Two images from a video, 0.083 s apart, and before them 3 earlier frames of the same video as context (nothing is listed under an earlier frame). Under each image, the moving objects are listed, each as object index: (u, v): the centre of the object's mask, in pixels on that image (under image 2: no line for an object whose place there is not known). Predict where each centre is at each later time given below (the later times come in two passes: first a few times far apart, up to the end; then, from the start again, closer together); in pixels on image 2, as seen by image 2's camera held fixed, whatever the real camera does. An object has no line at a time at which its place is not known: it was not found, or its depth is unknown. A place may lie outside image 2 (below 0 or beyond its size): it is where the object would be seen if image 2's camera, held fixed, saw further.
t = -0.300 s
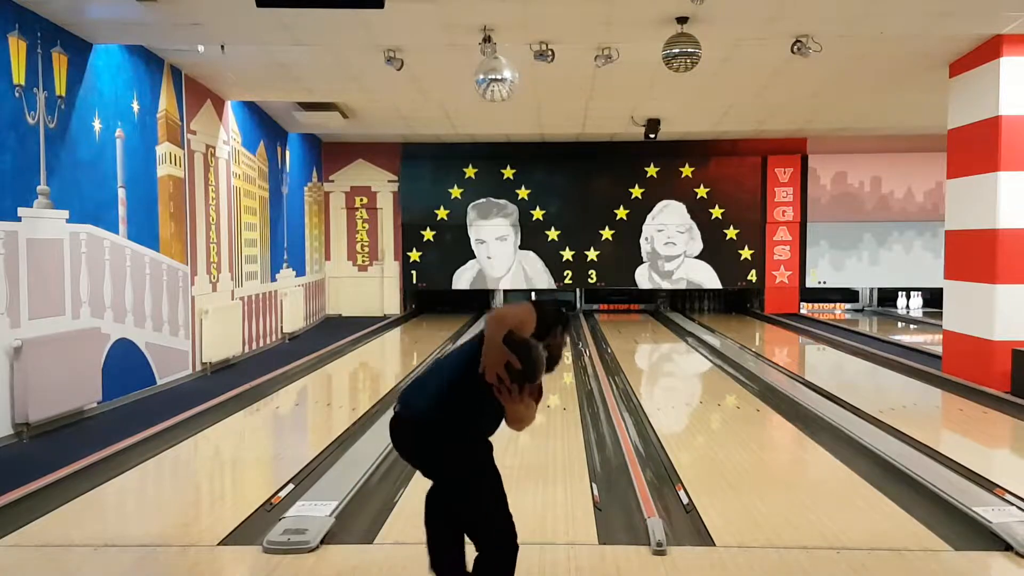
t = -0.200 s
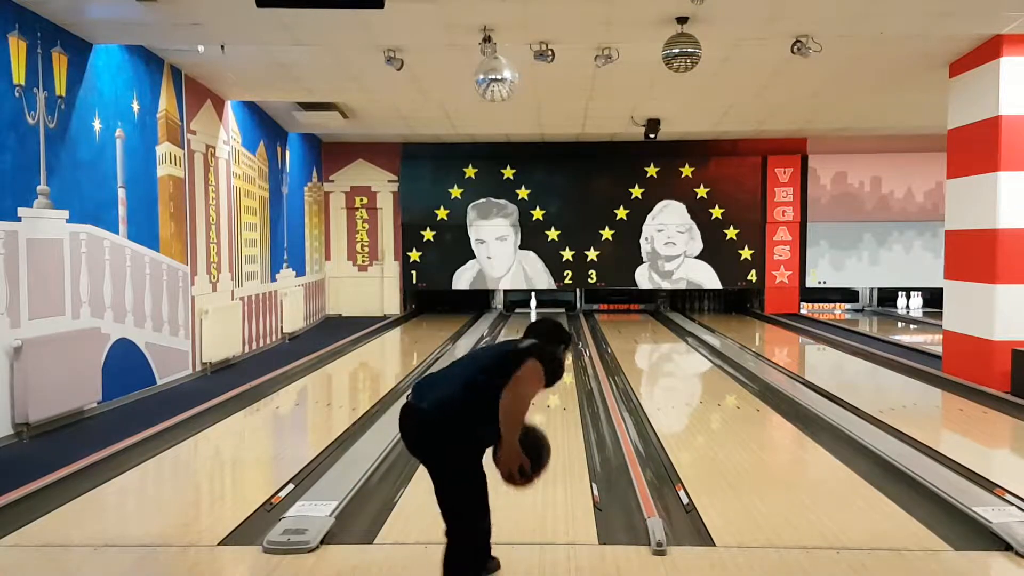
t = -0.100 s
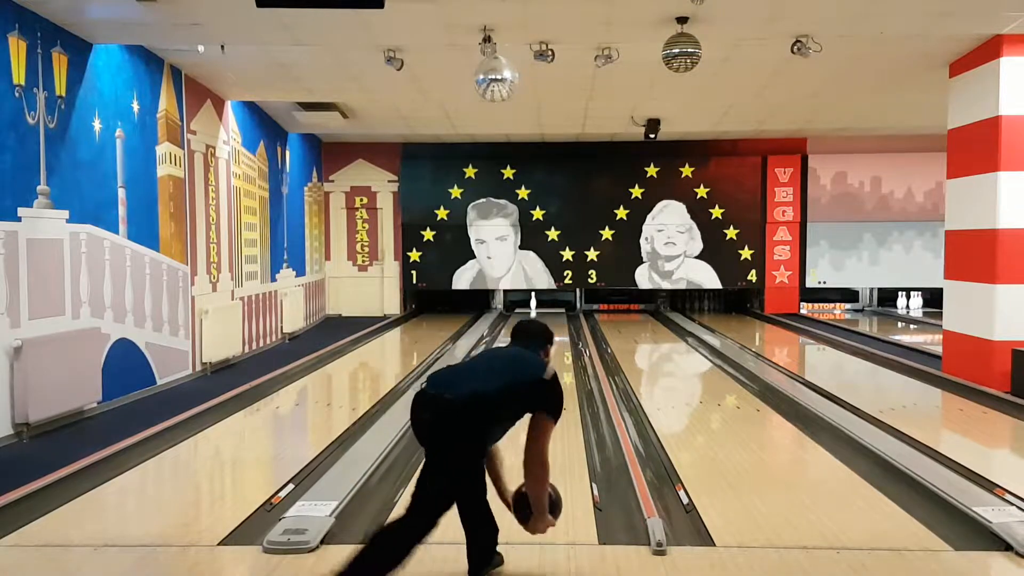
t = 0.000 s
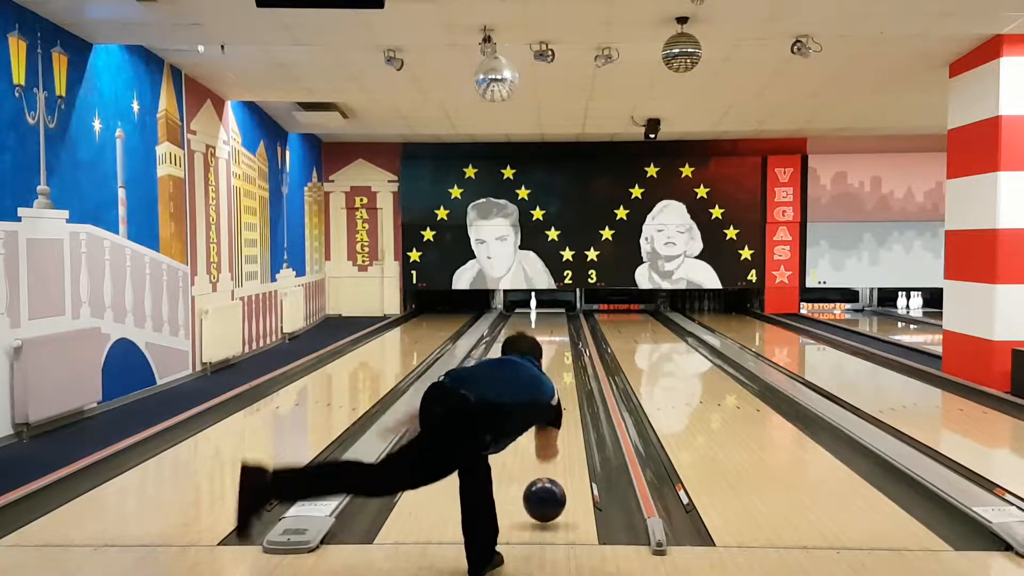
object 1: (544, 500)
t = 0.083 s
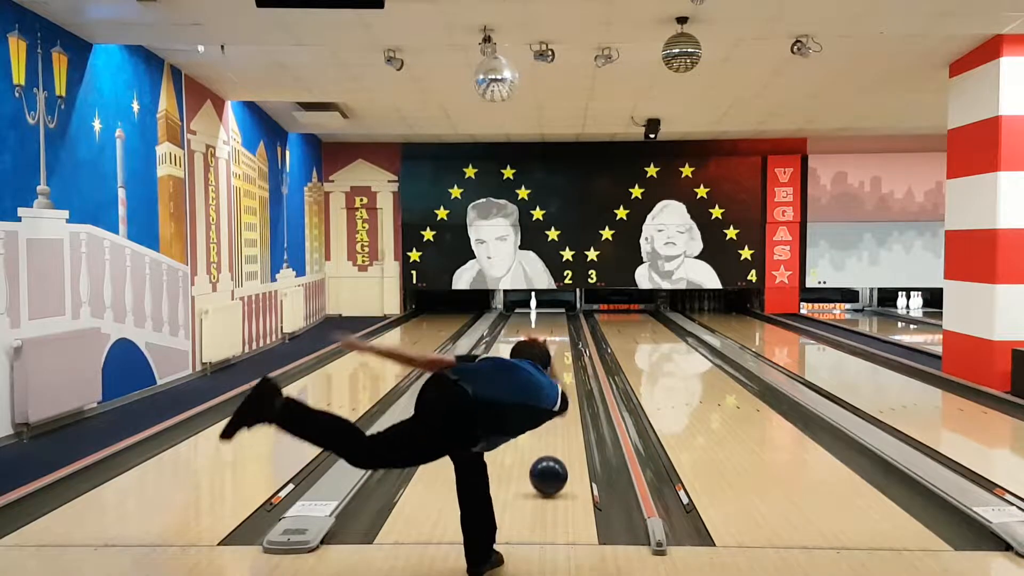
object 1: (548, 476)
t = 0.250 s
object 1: (554, 437)
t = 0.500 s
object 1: (551, 399)
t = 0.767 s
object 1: (559, 370)
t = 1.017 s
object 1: (558, 352)
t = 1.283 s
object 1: (555, 338)
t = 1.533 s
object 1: (551, 328)
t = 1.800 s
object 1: (546, 320)
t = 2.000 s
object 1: (542, 314)
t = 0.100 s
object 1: (549, 472)
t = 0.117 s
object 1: (550, 467)
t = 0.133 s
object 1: (550, 463)
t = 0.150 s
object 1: (551, 459)
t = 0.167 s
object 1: (552, 454)
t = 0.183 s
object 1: (552, 451)
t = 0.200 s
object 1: (553, 447)
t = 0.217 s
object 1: (553, 443)
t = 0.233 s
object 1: (553, 440)
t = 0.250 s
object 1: (554, 437)
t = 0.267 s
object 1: (555, 433)
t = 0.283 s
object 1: (555, 430)
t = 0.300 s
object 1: (555, 427)
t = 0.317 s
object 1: (556, 424)
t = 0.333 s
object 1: (556, 421)
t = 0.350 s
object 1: (556, 418)
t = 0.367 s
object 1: (557, 416)
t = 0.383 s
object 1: (557, 413)
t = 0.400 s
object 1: (557, 410)
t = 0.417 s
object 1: (557, 408)
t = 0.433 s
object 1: (558, 406)
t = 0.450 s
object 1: (558, 403)
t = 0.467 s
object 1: (557, 401)
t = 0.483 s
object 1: (555, 400)
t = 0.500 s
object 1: (551, 399)
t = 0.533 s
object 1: (565, 393)
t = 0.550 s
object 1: (561, 391)
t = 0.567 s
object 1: (559, 389)
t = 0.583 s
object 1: (559, 387)
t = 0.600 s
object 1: (559, 385)
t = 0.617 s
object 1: (559, 384)
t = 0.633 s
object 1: (559, 382)
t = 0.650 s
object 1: (559, 380)
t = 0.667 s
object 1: (559, 379)
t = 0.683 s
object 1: (560, 377)
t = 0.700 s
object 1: (560, 375)
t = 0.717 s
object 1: (560, 374)
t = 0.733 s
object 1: (559, 373)
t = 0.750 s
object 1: (559, 371)
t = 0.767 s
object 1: (559, 370)
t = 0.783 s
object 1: (559, 368)
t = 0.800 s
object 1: (560, 367)
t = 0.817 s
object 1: (559, 365)
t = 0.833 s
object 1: (559, 364)
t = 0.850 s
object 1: (560, 363)
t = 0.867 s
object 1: (559, 362)
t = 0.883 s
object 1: (559, 361)
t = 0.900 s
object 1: (559, 359)
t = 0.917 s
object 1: (559, 358)
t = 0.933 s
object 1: (559, 357)
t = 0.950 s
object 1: (559, 356)
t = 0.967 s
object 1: (559, 355)
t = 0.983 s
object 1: (559, 354)
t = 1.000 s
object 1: (559, 353)
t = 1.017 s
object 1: (558, 352)
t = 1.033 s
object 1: (558, 351)
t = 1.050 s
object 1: (558, 350)
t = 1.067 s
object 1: (558, 349)
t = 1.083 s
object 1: (558, 348)
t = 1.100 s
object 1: (558, 347)
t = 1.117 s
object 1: (558, 346)
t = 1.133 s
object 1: (557, 345)
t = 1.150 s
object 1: (557, 344)
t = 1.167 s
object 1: (557, 344)
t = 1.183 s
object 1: (557, 343)
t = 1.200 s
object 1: (556, 342)
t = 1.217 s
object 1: (556, 341)
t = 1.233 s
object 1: (556, 340)
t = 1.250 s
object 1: (556, 340)
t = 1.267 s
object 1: (555, 339)
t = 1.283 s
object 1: (555, 338)
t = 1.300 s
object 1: (555, 337)
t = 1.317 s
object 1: (555, 337)
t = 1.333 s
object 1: (554, 336)
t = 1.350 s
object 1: (554, 335)
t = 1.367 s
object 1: (554, 334)
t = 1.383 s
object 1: (553, 334)
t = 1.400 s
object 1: (553, 333)
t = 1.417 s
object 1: (553, 332)
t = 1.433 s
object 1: (553, 332)
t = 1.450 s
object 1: (552, 331)
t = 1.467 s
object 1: (552, 330)
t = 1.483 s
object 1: (552, 330)
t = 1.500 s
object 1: (552, 329)
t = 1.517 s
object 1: (551, 329)
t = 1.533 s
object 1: (551, 328)
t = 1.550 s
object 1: (551, 327)
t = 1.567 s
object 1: (551, 327)
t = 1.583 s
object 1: (550, 326)
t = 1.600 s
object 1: (550, 326)
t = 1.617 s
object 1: (550, 325)
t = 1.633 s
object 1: (549, 324)
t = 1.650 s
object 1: (549, 324)
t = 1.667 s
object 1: (549, 323)
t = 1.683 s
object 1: (549, 323)
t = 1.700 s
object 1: (548, 323)
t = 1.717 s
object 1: (548, 322)
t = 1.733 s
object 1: (548, 322)
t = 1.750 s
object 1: (547, 321)
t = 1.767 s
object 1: (547, 321)
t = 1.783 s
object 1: (546, 320)
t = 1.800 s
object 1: (546, 320)
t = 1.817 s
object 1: (546, 320)
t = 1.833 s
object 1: (545, 319)
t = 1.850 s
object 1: (545, 318)
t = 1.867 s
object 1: (544, 318)
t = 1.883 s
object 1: (544, 317)
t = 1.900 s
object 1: (544, 317)
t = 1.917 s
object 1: (543, 316)
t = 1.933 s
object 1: (543, 316)
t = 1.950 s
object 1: (543, 316)
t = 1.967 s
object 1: (542, 315)
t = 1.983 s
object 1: (542, 315)
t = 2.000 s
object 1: (542, 314)
